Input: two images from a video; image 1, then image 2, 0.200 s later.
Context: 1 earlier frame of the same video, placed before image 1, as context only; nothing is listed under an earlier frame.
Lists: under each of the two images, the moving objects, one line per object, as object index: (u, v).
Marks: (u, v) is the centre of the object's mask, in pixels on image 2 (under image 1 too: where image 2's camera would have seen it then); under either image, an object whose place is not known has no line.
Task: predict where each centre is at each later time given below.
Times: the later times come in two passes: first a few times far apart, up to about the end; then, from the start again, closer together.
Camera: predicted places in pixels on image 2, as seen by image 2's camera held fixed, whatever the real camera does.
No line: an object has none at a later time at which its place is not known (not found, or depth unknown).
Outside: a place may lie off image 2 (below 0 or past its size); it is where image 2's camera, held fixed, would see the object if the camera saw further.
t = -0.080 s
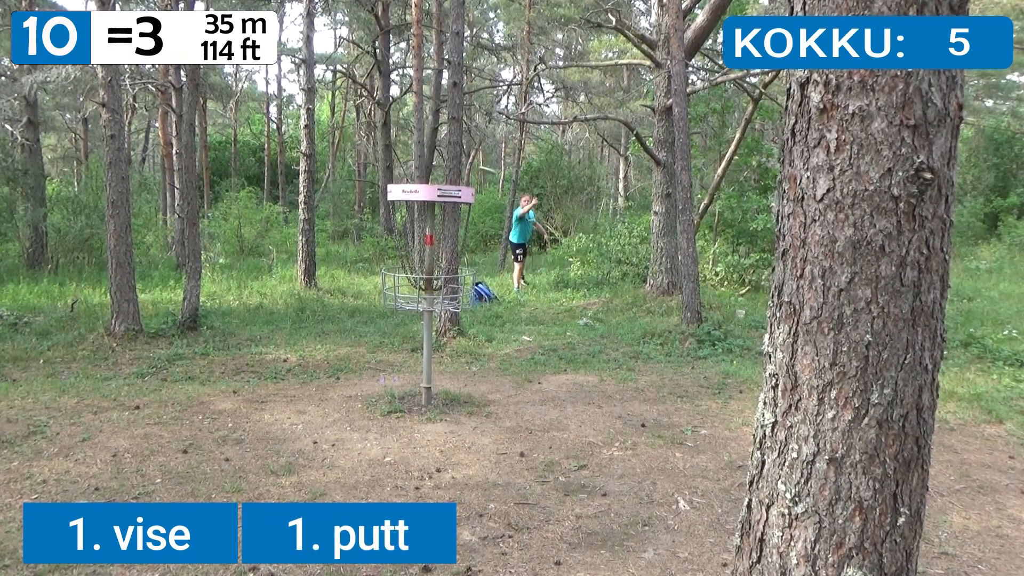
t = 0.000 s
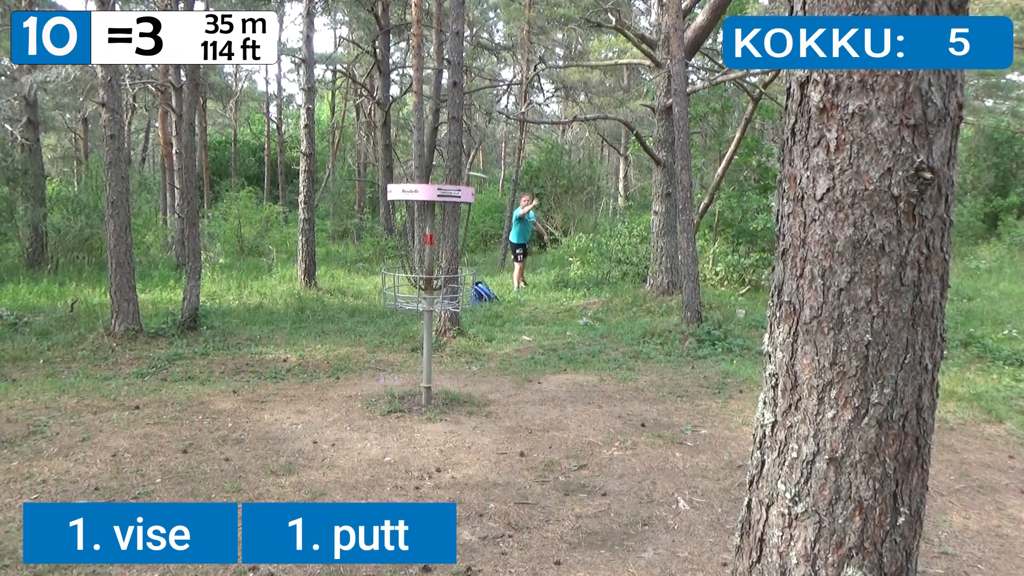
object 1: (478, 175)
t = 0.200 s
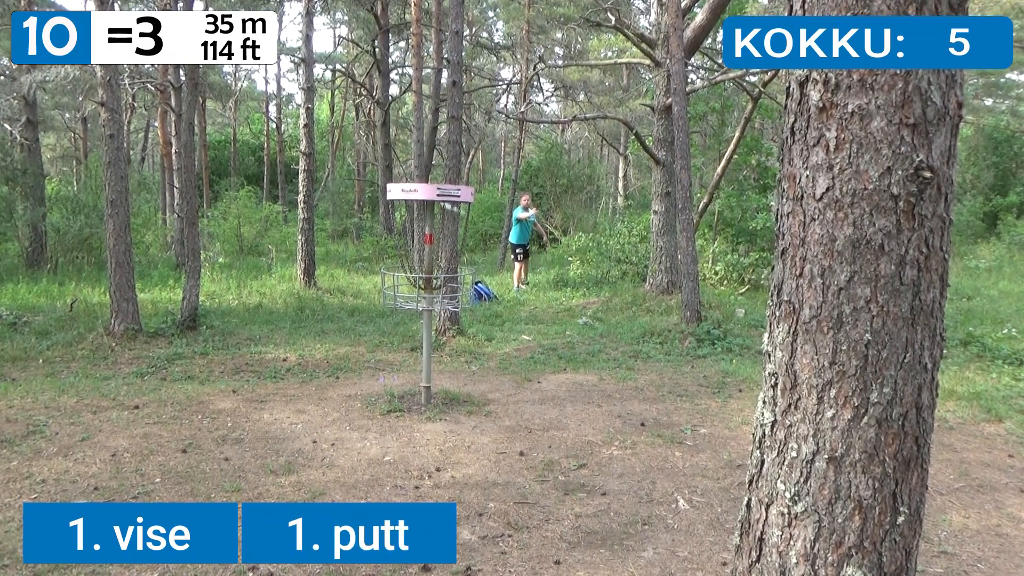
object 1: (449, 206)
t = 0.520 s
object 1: (479, 248)
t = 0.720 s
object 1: (508, 313)
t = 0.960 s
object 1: (538, 397)
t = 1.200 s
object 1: (550, 396)
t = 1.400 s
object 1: (552, 397)
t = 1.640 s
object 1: (548, 396)
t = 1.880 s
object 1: (548, 397)
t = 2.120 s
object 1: (548, 397)
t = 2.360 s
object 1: (548, 397)
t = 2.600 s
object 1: (548, 397)
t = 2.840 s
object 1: (548, 397)
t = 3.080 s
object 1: (548, 397)
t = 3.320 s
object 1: (548, 397)
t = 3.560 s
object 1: (548, 397)
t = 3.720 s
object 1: (548, 397)
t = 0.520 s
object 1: (479, 248)
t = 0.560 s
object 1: (484, 257)
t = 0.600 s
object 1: (490, 267)
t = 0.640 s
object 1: (497, 280)
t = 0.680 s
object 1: (503, 295)
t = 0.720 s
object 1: (508, 313)
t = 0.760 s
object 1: (514, 332)
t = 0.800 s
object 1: (520, 353)
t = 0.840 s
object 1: (526, 376)
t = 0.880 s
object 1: (533, 401)
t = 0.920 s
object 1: (536, 402)
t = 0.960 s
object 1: (538, 397)
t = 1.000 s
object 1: (541, 398)
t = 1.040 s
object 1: (543, 397)
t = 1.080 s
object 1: (546, 394)
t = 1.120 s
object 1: (547, 394)
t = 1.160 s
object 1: (549, 395)
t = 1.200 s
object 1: (550, 396)
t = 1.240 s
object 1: (551, 394)
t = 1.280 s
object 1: (551, 392)
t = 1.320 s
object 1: (551, 393)
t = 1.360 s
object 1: (551, 395)
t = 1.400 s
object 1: (552, 397)
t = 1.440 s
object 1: (550, 396)
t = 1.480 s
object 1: (549, 395)
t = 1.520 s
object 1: (549, 395)
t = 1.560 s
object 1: (548, 396)
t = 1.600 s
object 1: (548, 396)
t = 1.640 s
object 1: (548, 396)
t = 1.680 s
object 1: (548, 397)
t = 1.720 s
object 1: (549, 397)
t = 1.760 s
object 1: (548, 397)
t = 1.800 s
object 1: (548, 397)
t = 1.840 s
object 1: (548, 397)
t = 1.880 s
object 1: (548, 397)
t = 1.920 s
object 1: (548, 397)
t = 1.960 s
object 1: (548, 397)
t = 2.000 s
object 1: (548, 397)
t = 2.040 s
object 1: (549, 397)
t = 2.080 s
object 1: (548, 397)
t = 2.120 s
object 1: (548, 397)
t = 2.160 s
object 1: (549, 397)
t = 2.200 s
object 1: (548, 397)
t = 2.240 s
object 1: (548, 397)
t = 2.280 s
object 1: (549, 397)
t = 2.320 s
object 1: (548, 397)
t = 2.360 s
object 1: (548, 397)
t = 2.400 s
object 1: (548, 397)
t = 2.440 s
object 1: (548, 397)
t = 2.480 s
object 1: (548, 397)
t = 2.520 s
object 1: (548, 397)
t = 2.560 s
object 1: (548, 397)
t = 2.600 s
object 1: (548, 397)
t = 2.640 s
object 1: (548, 397)
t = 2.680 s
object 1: (548, 397)
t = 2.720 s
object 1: (548, 397)
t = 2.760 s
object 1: (548, 397)
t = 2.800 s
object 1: (548, 397)
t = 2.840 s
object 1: (548, 397)
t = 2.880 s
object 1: (548, 397)
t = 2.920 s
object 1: (548, 397)
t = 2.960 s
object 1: (548, 397)
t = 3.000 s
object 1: (548, 397)
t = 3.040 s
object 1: (548, 397)
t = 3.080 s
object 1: (548, 397)
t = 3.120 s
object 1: (548, 397)
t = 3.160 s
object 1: (548, 397)
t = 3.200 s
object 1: (548, 397)
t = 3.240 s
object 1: (548, 397)
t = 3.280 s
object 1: (548, 397)
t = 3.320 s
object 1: (548, 397)
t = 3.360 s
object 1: (548, 397)
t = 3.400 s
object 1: (548, 397)
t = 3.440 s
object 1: (548, 397)
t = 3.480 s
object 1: (548, 397)
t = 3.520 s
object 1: (548, 397)
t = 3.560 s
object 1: (548, 397)
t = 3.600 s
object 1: (548, 397)
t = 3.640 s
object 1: (548, 397)
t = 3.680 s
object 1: (548, 397)
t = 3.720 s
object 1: (548, 397)
